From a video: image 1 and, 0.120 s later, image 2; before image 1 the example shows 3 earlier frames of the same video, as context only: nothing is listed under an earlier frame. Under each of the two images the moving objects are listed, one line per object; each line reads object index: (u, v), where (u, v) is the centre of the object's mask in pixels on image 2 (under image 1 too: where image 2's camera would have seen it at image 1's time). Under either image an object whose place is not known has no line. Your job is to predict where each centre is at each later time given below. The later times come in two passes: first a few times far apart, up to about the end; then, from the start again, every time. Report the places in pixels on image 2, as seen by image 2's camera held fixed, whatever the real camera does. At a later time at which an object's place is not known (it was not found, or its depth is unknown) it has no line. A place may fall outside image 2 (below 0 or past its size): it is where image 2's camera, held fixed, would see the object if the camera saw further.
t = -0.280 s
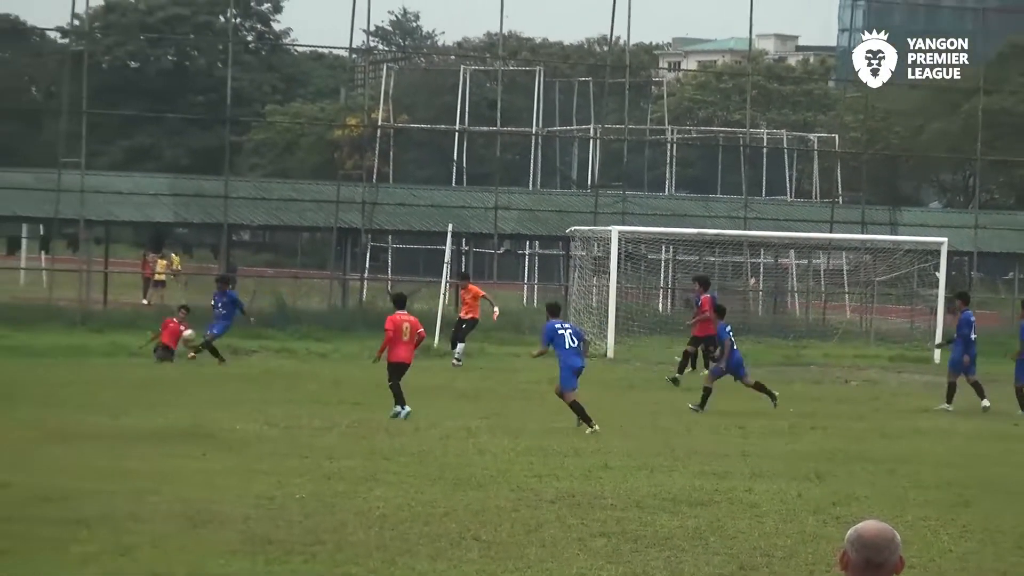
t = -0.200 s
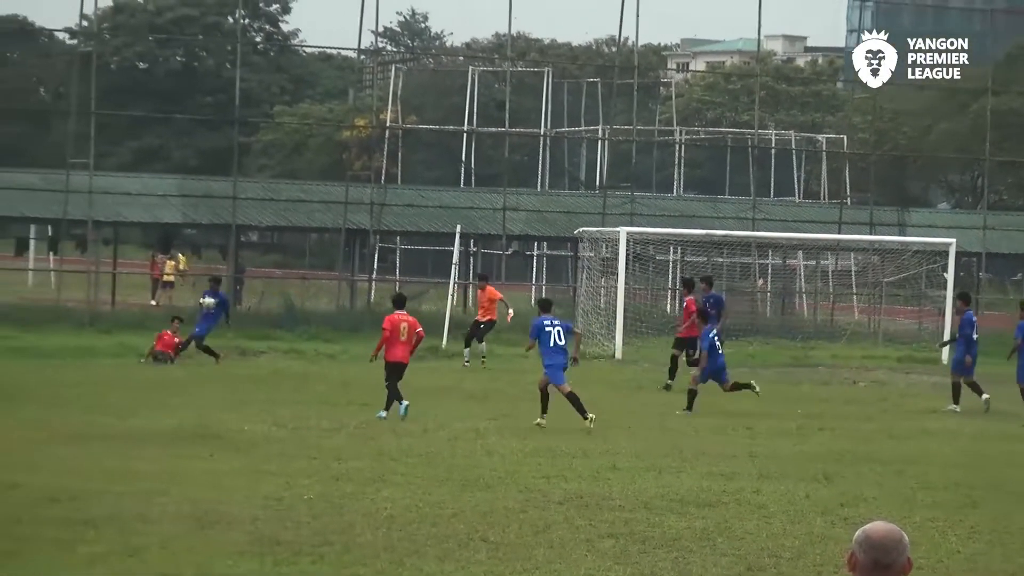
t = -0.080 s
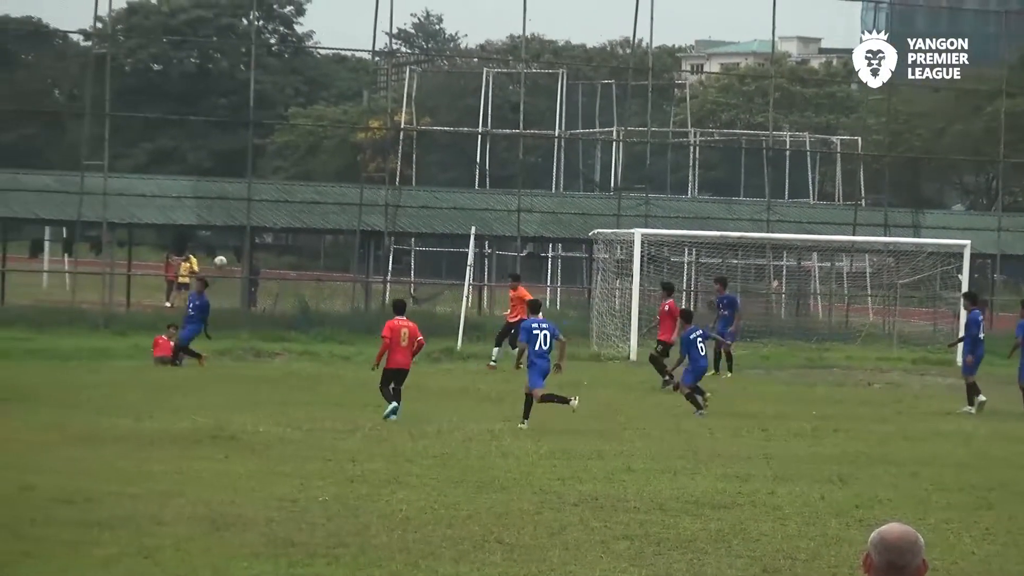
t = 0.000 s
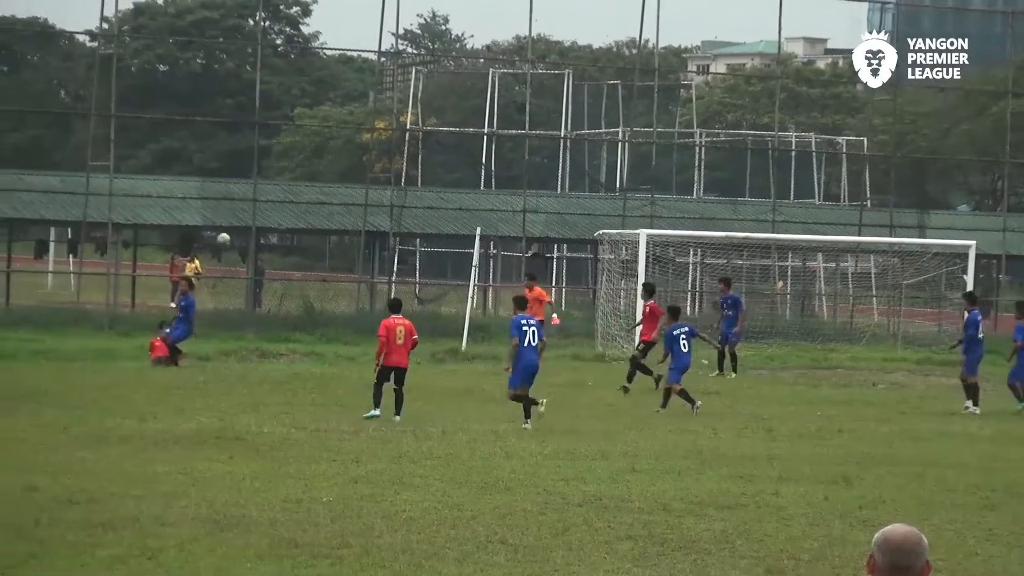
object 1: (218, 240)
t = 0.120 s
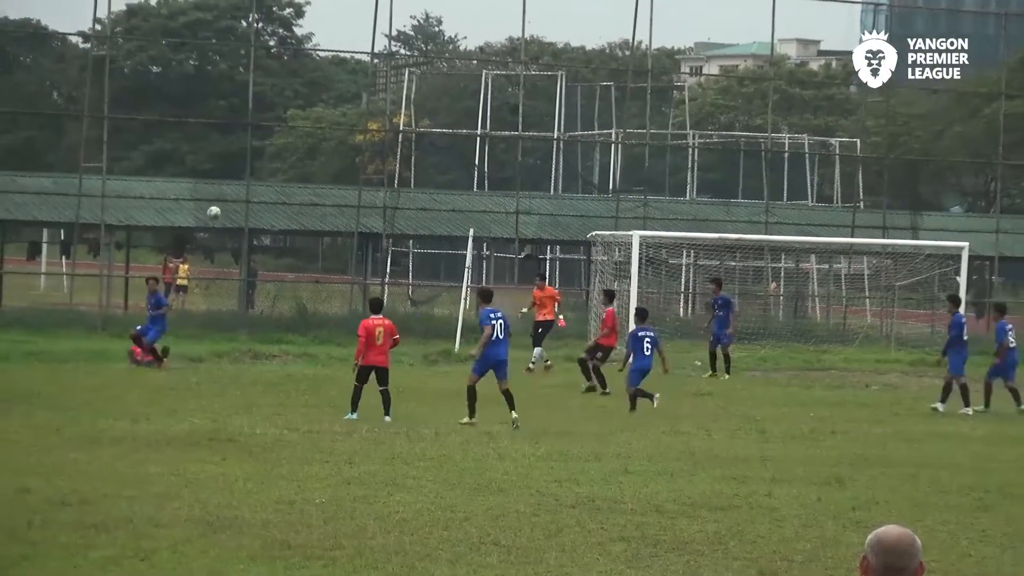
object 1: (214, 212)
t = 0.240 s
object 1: (210, 191)
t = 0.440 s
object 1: (204, 181)
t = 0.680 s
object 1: (198, 200)
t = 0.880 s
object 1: (196, 248)
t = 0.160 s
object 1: (212, 204)
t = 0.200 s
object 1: (211, 198)
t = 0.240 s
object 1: (210, 191)
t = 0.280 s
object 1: (208, 188)
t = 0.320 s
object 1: (207, 185)
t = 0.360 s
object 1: (205, 183)
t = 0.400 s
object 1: (204, 181)
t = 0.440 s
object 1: (204, 181)
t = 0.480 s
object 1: (203, 182)
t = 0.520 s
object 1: (202, 183)
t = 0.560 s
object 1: (201, 186)
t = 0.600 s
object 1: (200, 190)
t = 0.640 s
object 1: (199, 194)
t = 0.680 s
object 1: (198, 200)
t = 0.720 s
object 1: (198, 207)
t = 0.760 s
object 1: (197, 216)
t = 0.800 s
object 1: (196, 226)
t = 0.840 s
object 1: (196, 236)
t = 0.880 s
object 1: (196, 248)
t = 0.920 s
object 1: (197, 258)
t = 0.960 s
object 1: (197, 274)
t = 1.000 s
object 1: (197, 290)
